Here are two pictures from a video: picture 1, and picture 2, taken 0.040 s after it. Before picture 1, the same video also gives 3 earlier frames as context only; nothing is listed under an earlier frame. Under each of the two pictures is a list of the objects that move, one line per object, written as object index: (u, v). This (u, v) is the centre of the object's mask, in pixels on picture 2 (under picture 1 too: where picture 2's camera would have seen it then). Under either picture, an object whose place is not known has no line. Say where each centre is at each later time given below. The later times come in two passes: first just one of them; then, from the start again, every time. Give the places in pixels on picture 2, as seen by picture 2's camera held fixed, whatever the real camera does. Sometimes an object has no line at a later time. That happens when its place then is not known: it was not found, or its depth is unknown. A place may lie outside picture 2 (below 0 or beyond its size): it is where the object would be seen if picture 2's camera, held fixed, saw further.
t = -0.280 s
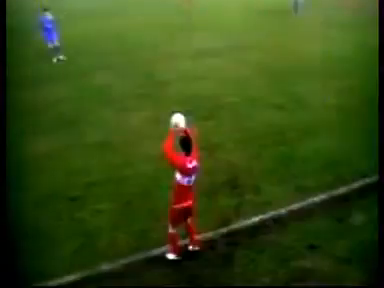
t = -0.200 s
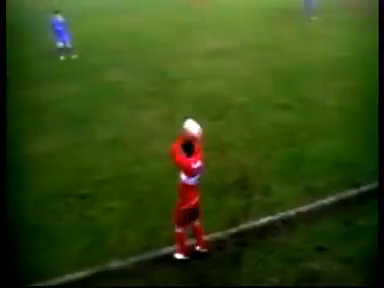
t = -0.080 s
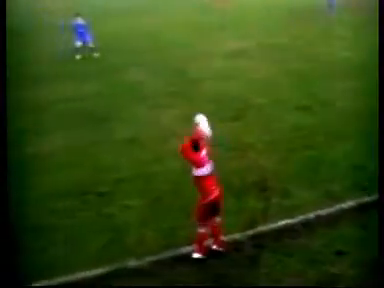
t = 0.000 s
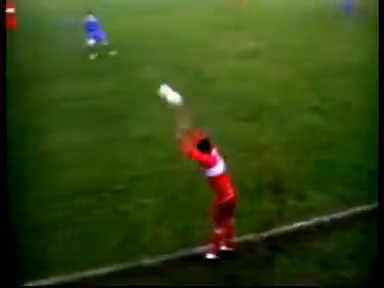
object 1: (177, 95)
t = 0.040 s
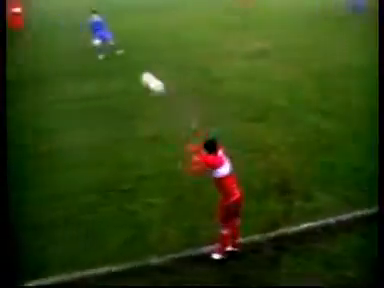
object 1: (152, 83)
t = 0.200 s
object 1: (73, 50)
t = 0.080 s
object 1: (129, 73)
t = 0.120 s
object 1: (108, 64)
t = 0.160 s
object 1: (90, 56)
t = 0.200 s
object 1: (73, 50)
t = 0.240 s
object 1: (58, 48)
